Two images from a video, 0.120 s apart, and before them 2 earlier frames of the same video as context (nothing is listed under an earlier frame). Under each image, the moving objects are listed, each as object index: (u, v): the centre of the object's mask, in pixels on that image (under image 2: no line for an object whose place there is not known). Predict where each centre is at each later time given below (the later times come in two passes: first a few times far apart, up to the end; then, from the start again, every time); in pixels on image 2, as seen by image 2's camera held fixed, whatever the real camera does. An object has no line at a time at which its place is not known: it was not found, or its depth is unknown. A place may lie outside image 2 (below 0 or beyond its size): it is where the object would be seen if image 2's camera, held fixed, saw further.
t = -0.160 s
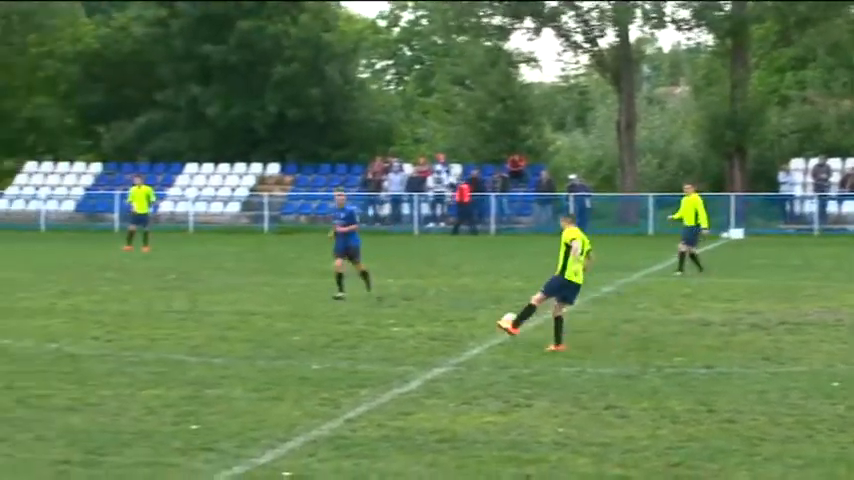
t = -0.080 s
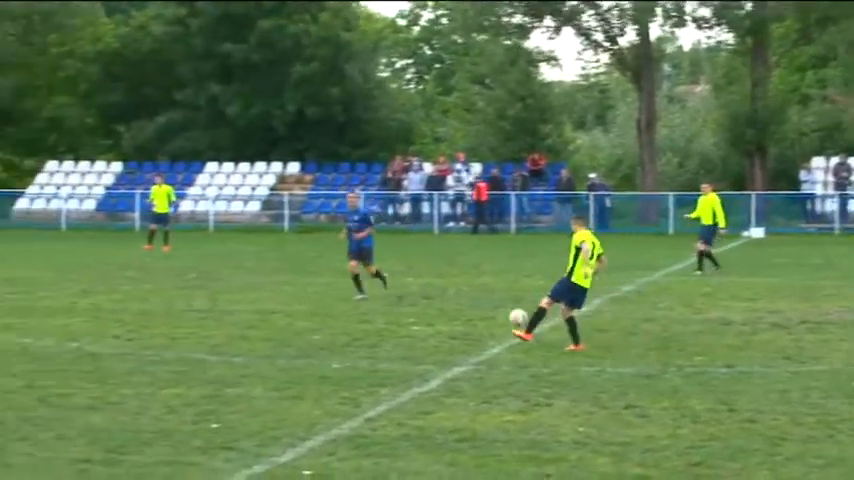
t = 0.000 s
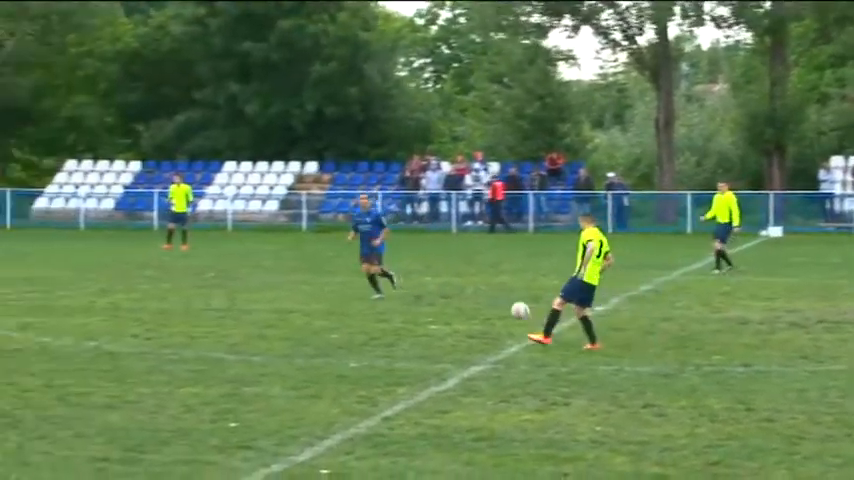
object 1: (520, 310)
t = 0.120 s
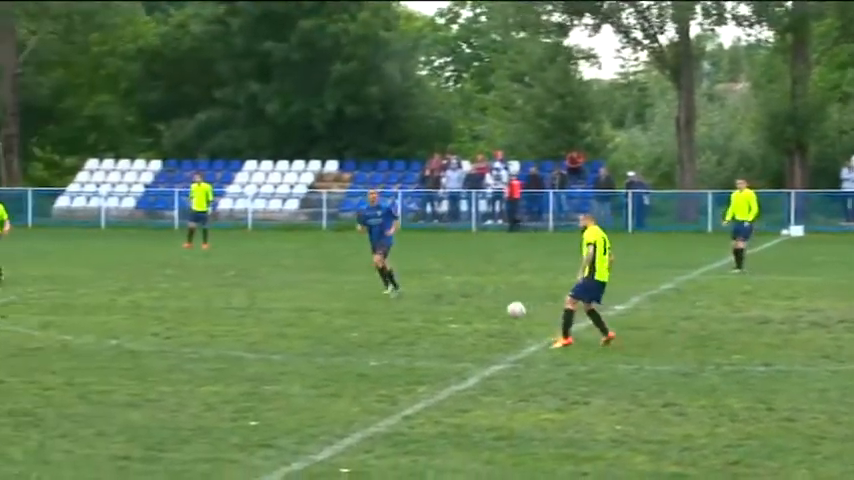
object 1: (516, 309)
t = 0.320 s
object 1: (475, 338)
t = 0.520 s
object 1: (434, 345)
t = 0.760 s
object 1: (381, 370)
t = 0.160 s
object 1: (508, 312)
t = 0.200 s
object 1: (501, 315)
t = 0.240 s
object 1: (492, 322)
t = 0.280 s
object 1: (483, 330)
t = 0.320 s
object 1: (475, 338)
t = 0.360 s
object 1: (467, 348)
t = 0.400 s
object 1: (459, 353)
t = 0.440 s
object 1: (451, 349)
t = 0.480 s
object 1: (443, 346)
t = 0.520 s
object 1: (434, 345)
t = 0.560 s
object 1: (427, 345)
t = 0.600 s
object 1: (418, 346)
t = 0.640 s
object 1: (409, 351)
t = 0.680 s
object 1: (400, 355)
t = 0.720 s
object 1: (391, 361)
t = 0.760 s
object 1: (381, 370)
